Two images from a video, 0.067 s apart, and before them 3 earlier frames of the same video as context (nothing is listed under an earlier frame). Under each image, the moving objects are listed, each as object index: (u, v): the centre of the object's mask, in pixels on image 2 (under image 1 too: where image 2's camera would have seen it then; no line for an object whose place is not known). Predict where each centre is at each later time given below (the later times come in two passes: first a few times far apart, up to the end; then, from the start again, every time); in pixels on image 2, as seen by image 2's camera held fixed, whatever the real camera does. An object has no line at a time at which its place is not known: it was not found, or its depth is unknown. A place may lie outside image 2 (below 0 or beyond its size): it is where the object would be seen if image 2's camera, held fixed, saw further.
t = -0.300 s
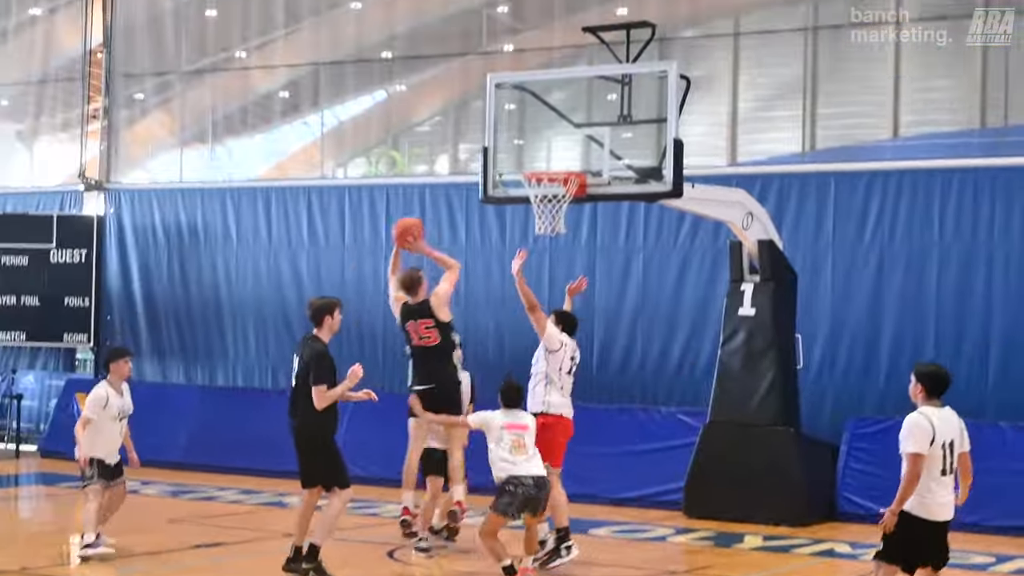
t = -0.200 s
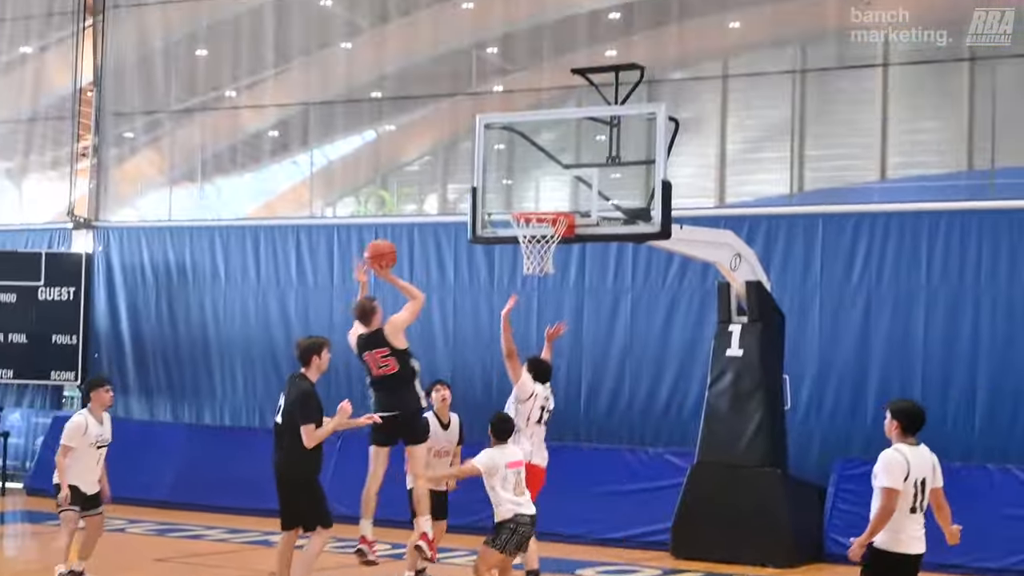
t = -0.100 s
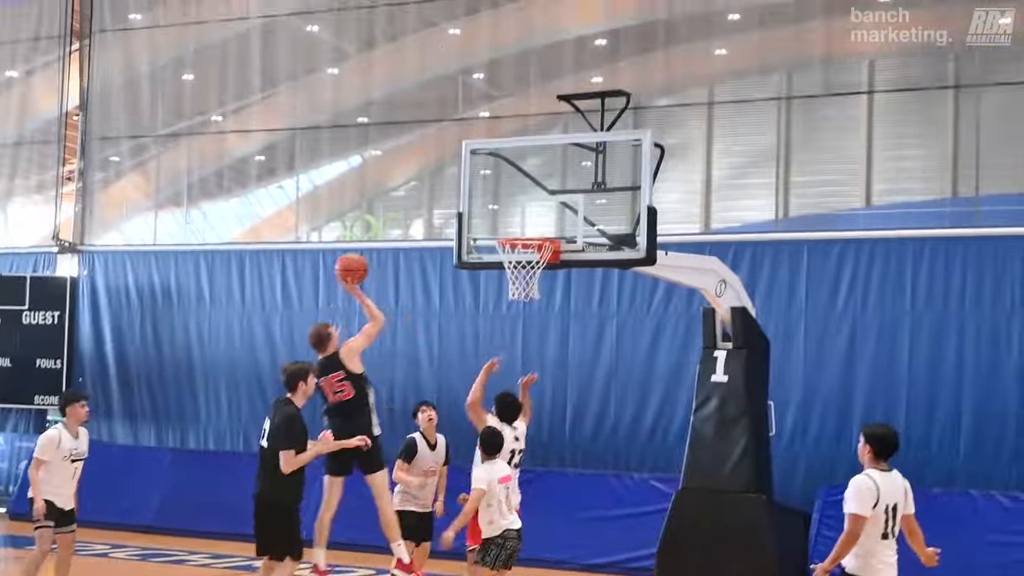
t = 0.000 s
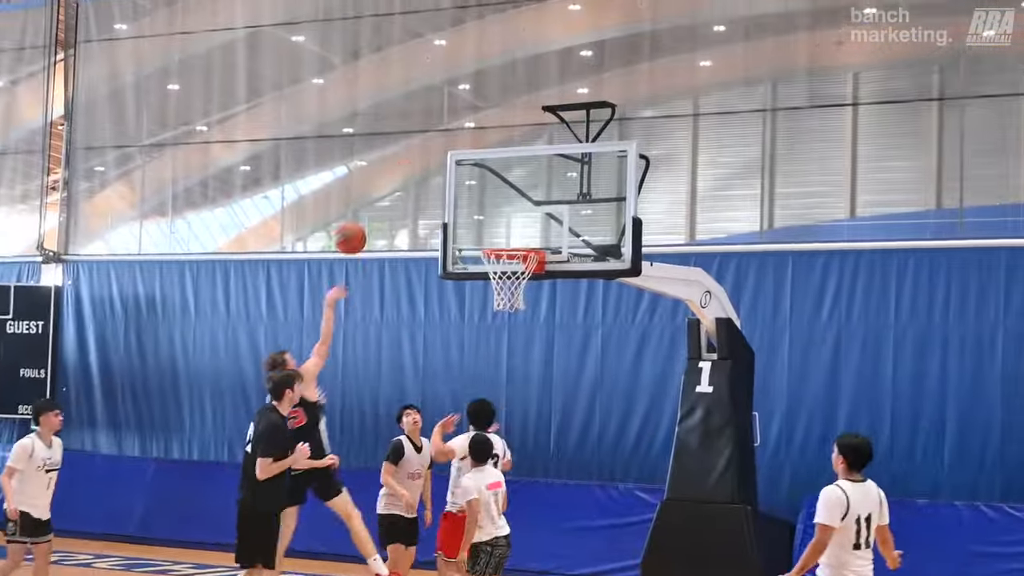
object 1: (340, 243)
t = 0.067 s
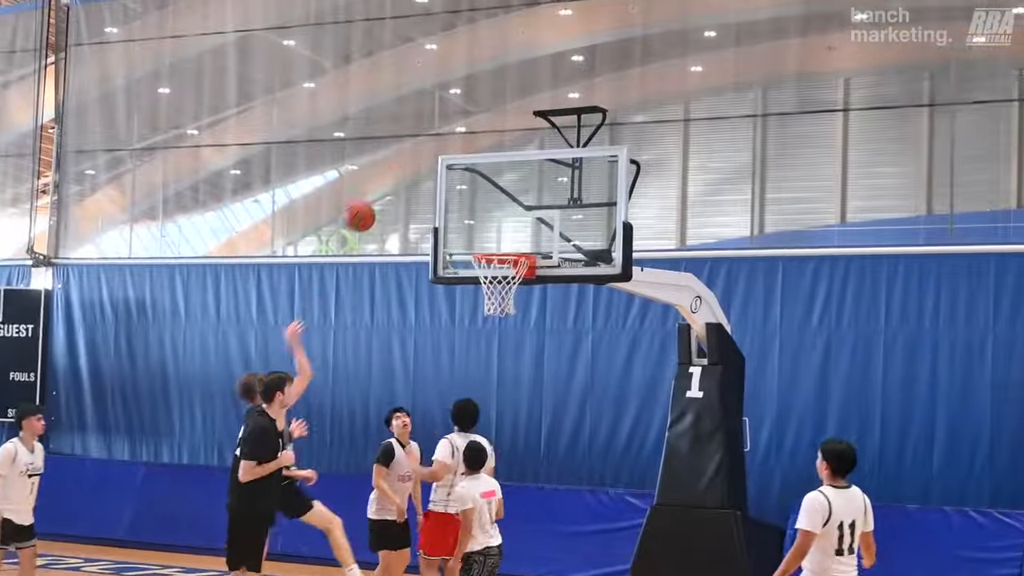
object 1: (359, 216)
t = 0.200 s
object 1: (395, 181)
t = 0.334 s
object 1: (428, 171)
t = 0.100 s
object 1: (368, 205)
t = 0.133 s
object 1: (378, 195)
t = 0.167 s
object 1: (386, 188)
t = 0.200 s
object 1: (395, 181)
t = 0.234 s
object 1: (404, 177)
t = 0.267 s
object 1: (412, 173)
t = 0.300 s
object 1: (421, 172)
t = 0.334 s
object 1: (428, 171)
